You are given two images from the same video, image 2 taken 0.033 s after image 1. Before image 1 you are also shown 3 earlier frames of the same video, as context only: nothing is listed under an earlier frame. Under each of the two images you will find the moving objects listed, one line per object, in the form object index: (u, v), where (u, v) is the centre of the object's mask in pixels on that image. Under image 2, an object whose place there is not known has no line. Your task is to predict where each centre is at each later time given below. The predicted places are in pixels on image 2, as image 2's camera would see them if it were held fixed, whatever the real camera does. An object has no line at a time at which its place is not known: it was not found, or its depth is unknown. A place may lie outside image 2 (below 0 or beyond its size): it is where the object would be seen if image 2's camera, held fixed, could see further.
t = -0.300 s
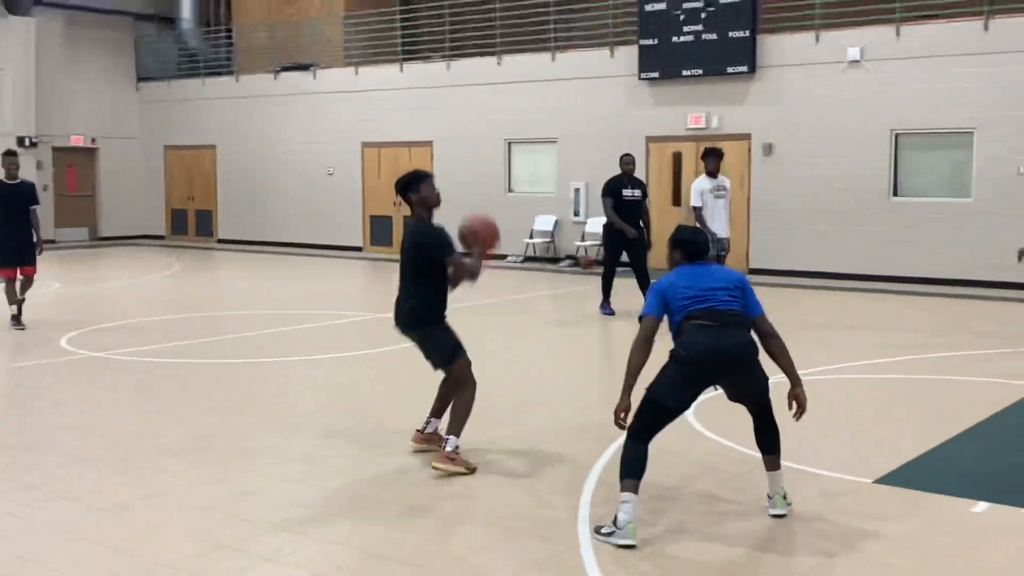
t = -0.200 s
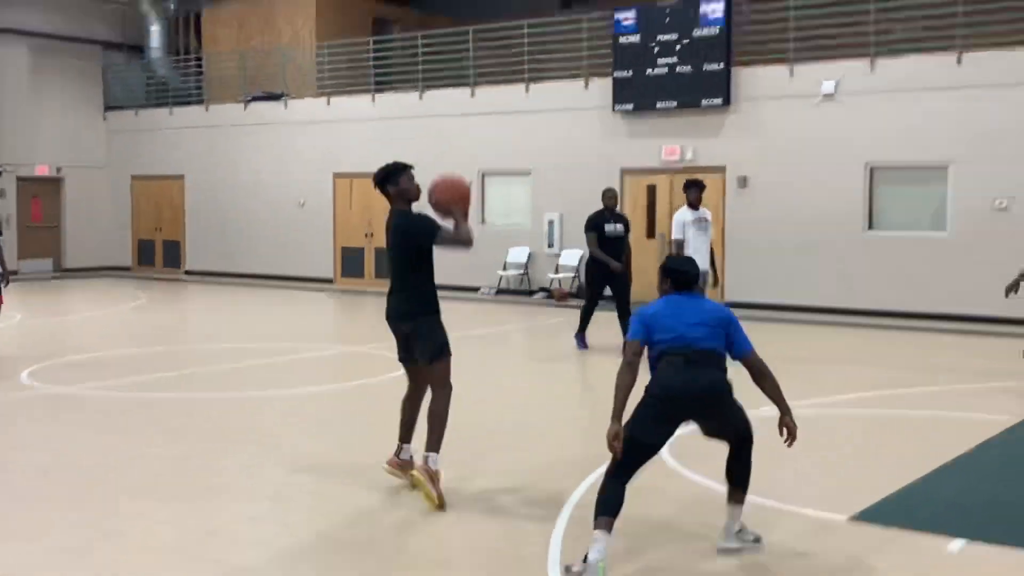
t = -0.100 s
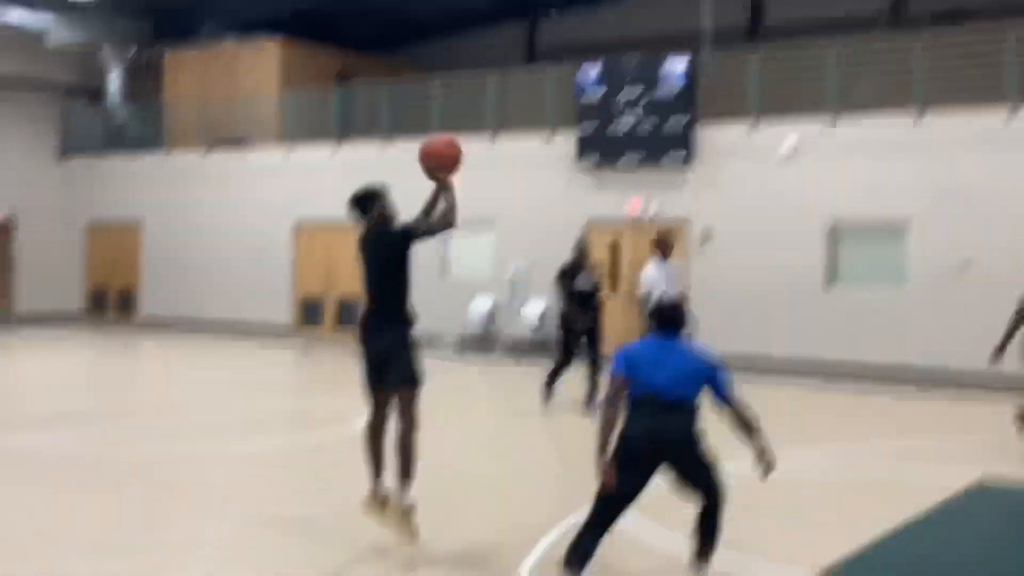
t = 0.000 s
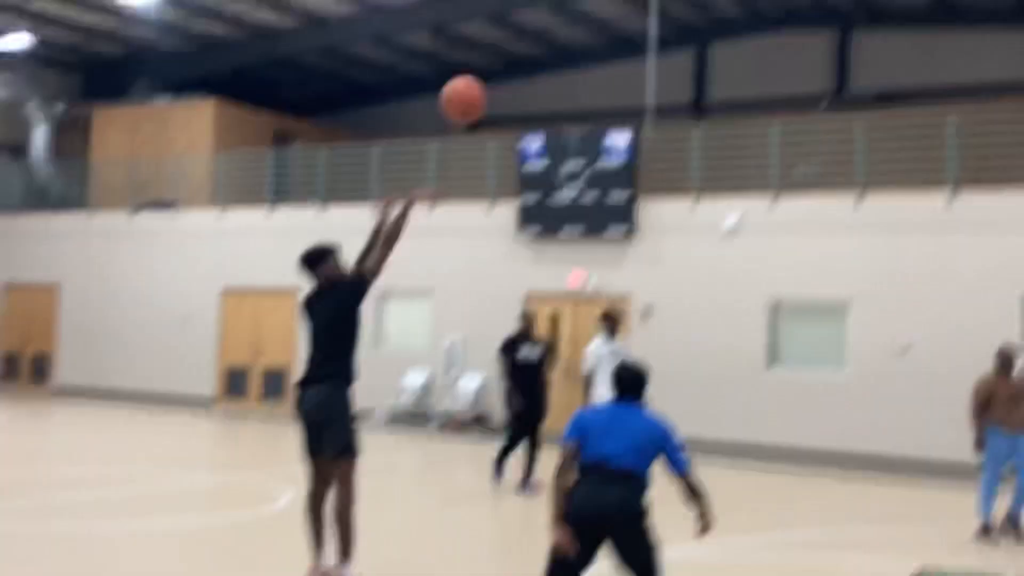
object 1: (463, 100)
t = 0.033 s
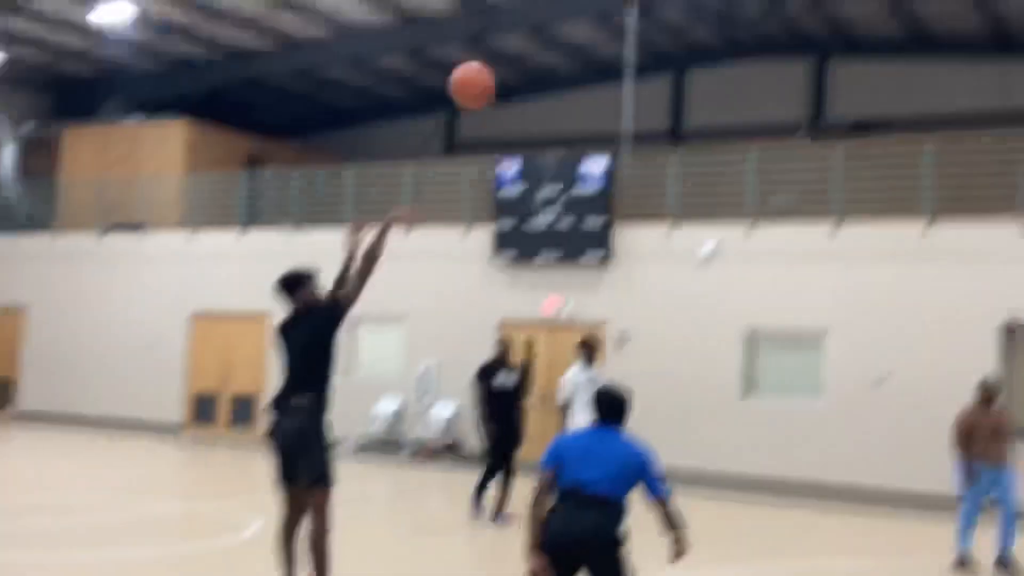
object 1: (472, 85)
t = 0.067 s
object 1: (508, 51)
